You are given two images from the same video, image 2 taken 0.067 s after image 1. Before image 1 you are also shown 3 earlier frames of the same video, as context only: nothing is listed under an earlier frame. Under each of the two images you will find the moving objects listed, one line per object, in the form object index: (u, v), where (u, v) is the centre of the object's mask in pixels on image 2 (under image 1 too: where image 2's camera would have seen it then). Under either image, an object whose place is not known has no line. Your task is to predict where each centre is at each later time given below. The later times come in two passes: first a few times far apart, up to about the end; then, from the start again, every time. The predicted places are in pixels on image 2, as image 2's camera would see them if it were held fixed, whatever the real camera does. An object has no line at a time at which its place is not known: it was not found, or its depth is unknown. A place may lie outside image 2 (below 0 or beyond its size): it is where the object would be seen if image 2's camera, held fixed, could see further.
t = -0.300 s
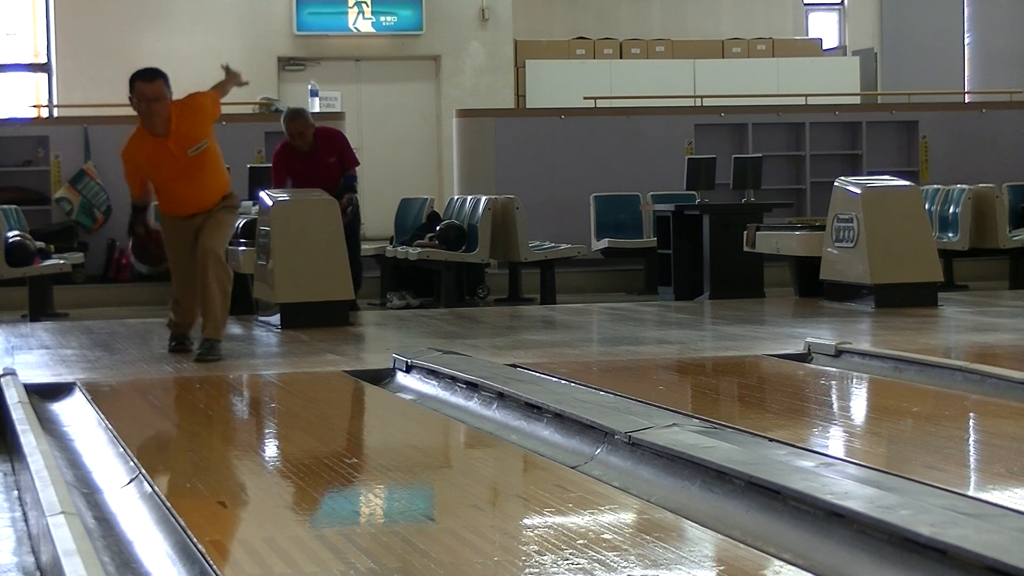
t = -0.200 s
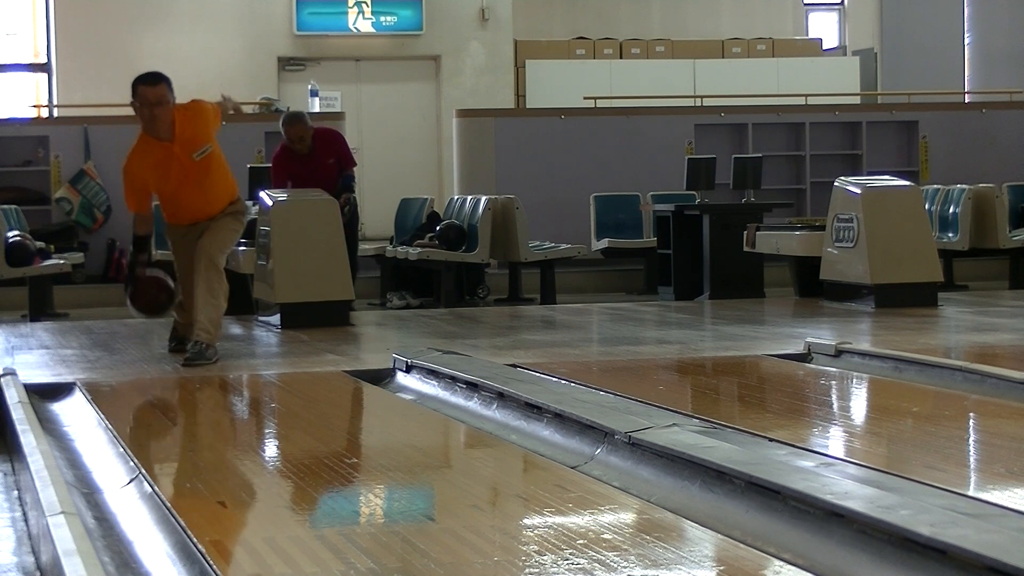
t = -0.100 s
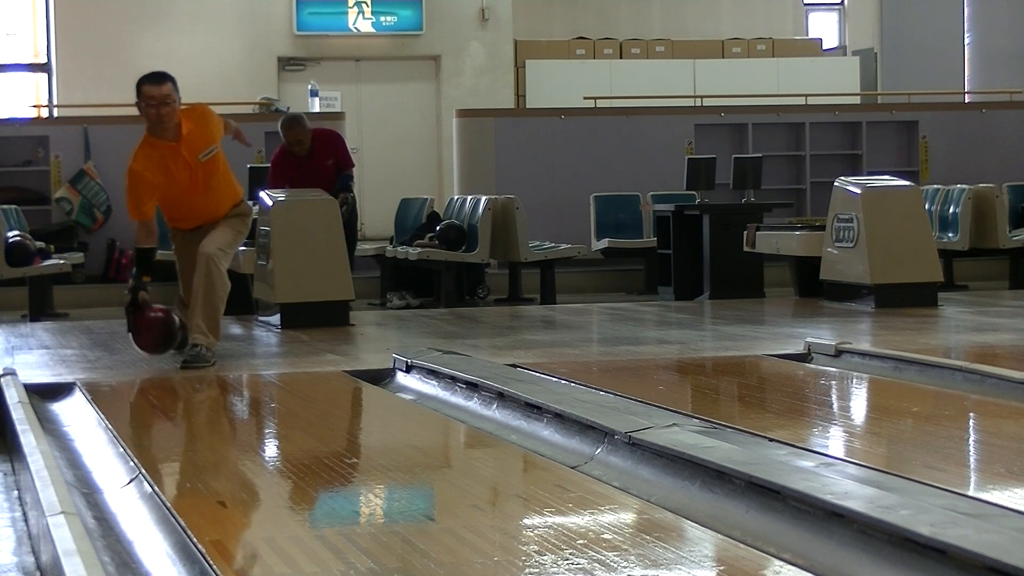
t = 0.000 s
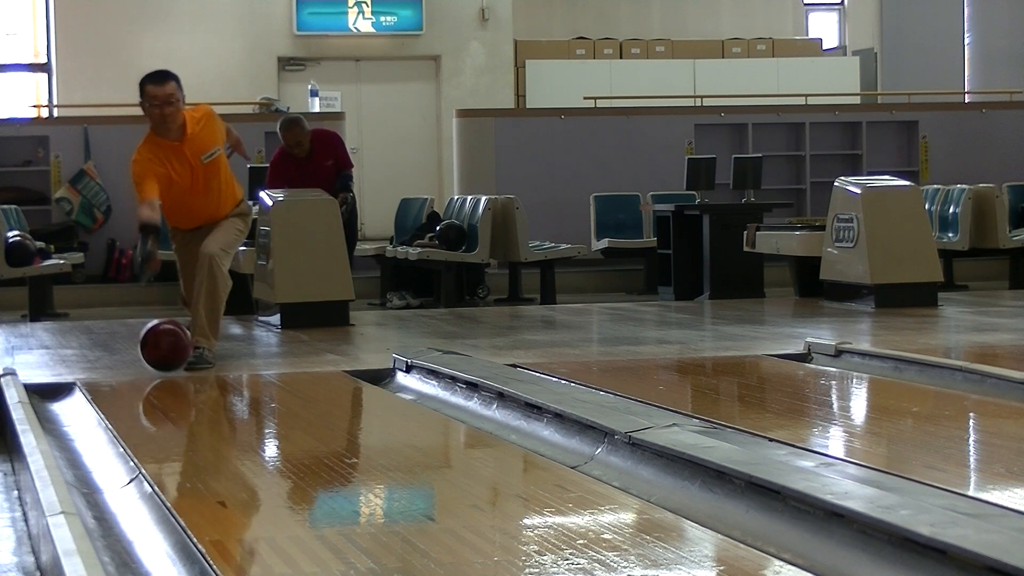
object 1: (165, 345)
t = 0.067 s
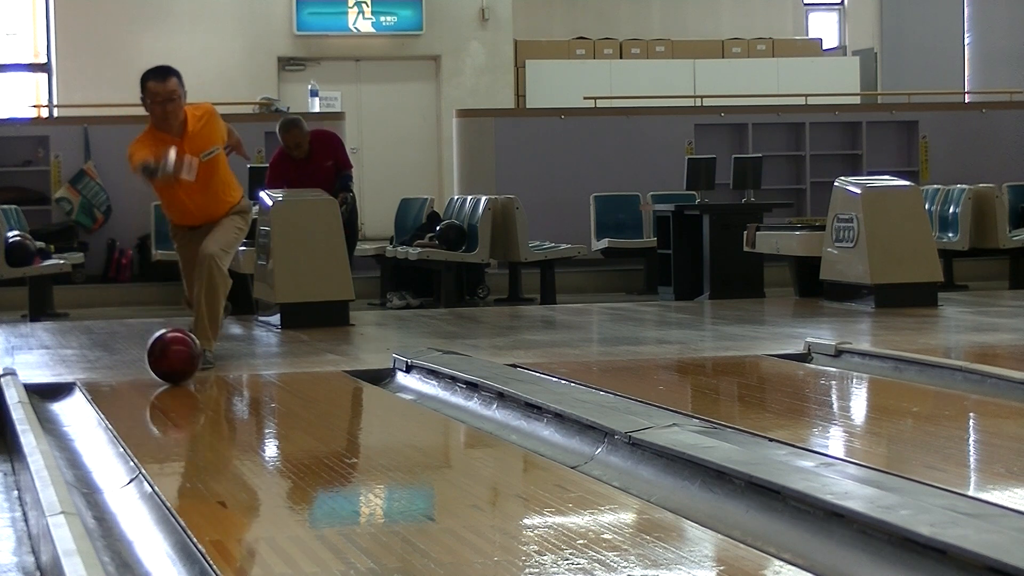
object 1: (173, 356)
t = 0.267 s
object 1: (203, 379)
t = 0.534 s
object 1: (261, 423)
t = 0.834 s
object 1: (376, 509)
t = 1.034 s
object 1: (515, 561)
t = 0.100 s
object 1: (178, 359)
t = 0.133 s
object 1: (183, 363)
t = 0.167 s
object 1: (188, 367)
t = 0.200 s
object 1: (193, 371)
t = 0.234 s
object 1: (198, 375)
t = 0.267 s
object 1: (203, 379)
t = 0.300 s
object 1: (209, 384)
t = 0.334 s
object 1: (215, 389)
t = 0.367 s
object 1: (222, 393)
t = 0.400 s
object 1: (229, 399)
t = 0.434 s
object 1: (236, 404)
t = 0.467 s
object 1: (244, 410)
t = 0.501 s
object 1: (252, 416)
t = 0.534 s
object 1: (261, 423)
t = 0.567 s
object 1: (271, 430)
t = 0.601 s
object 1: (281, 437)
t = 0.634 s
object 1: (292, 445)
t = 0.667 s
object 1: (303, 454)
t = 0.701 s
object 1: (317, 463)
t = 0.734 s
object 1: (329, 473)
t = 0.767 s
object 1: (344, 484)
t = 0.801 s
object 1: (359, 496)
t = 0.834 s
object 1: (376, 509)
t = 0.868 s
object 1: (394, 521)
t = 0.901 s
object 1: (413, 530)
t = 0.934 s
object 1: (435, 538)
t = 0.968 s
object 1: (459, 545)
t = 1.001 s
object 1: (485, 552)
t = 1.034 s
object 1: (515, 561)
